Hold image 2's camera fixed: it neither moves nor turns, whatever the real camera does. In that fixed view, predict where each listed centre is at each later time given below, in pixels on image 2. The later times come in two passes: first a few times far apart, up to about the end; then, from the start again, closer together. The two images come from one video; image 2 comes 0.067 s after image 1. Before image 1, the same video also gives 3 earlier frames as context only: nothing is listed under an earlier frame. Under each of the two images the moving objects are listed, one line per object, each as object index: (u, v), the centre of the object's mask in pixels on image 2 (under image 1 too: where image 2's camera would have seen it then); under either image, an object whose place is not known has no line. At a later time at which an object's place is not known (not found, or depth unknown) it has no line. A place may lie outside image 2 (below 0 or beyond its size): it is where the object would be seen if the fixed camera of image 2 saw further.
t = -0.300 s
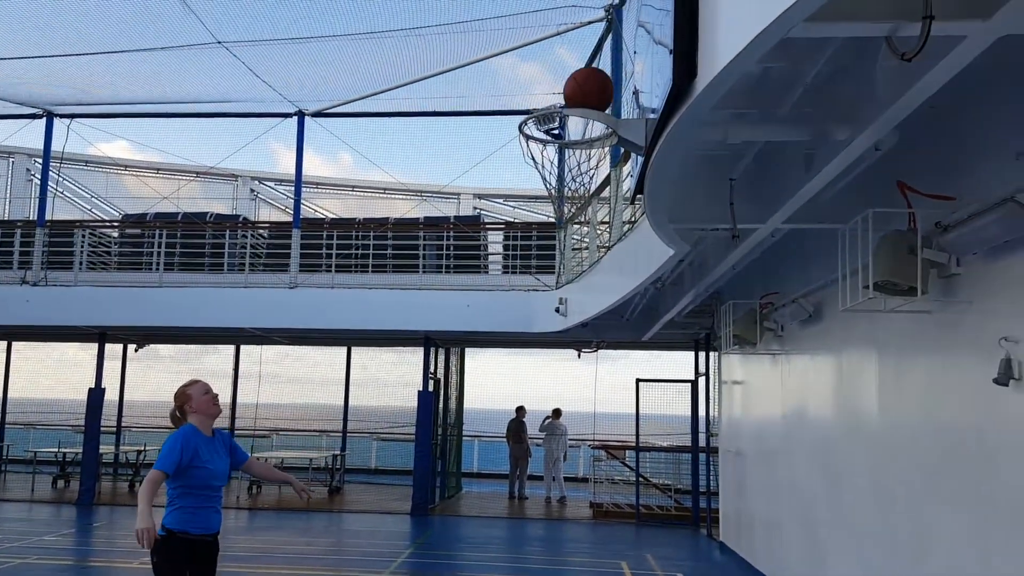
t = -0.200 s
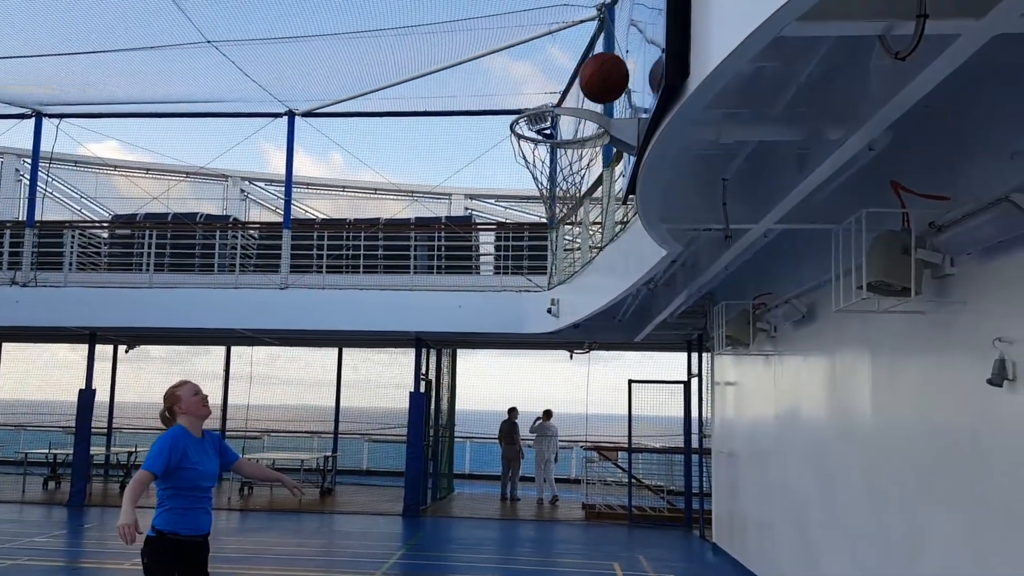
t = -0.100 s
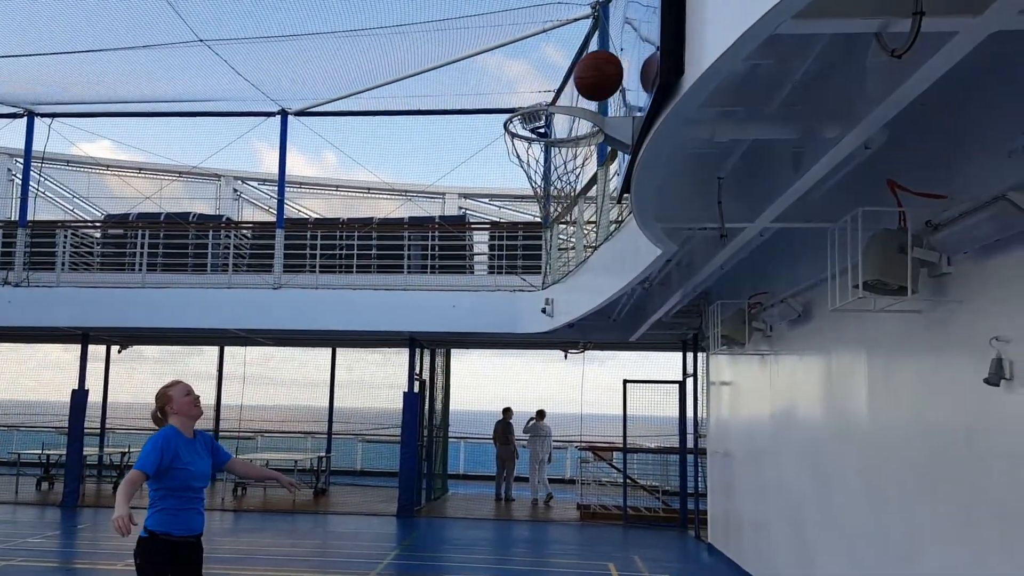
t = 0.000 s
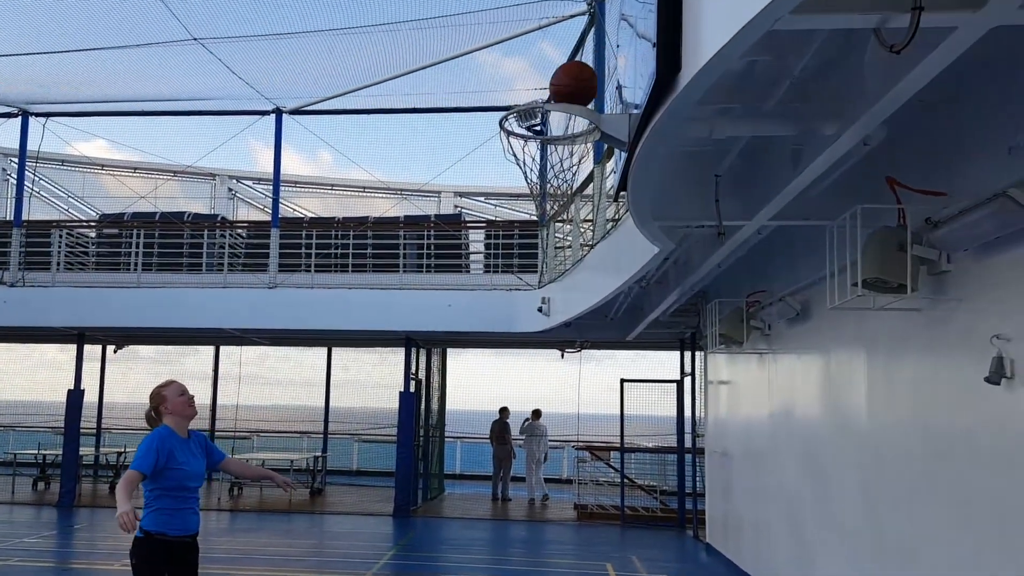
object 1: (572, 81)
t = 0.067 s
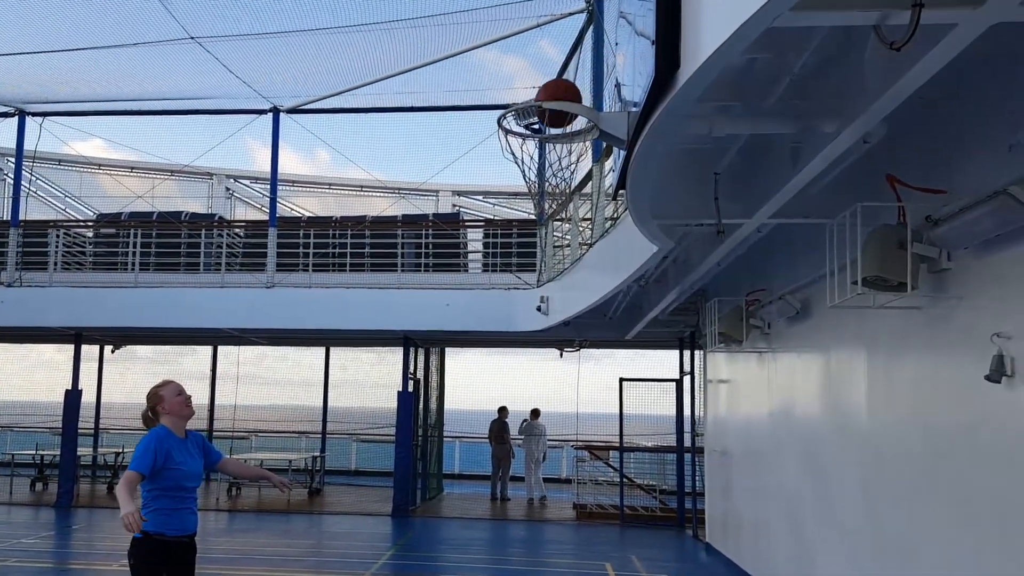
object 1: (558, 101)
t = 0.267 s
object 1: (526, 101)
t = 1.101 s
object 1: (575, 441)
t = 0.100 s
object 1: (551, 112)
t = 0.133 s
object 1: (546, 102)
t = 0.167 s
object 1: (542, 99)
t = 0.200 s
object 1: (537, 96)
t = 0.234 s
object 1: (531, 98)
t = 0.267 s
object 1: (526, 101)
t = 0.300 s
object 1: (521, 104)
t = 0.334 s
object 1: (524, 103)
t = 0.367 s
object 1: (529, 103)
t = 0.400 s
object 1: (534, 104)
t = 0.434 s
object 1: (539, 109)
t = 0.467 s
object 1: (544, 114)
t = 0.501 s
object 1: (551, 127)
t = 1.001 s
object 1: (575, 346)
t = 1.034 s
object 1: (577, 374)
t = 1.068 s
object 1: (578, 407)
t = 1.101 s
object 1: (575, 441)
